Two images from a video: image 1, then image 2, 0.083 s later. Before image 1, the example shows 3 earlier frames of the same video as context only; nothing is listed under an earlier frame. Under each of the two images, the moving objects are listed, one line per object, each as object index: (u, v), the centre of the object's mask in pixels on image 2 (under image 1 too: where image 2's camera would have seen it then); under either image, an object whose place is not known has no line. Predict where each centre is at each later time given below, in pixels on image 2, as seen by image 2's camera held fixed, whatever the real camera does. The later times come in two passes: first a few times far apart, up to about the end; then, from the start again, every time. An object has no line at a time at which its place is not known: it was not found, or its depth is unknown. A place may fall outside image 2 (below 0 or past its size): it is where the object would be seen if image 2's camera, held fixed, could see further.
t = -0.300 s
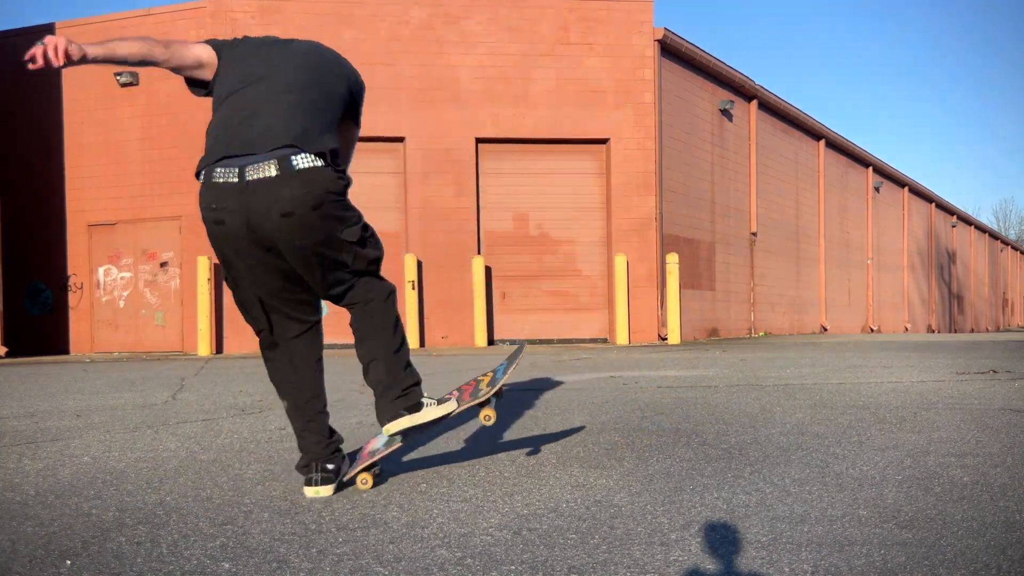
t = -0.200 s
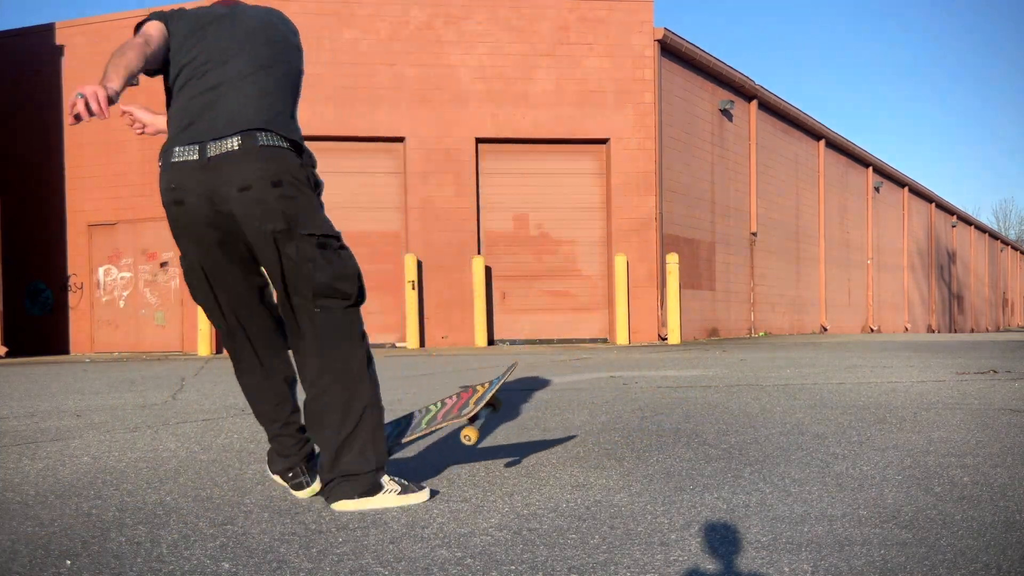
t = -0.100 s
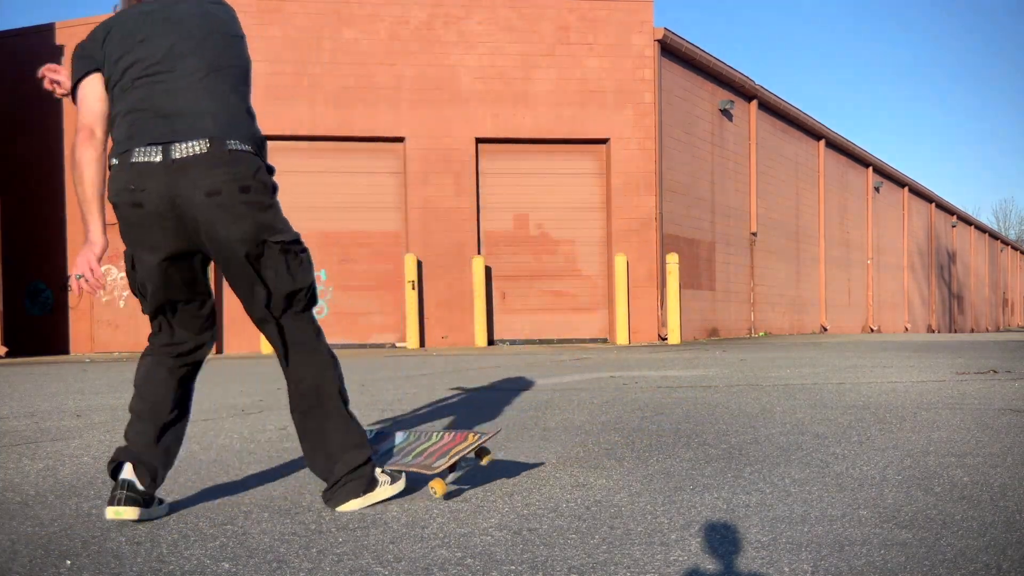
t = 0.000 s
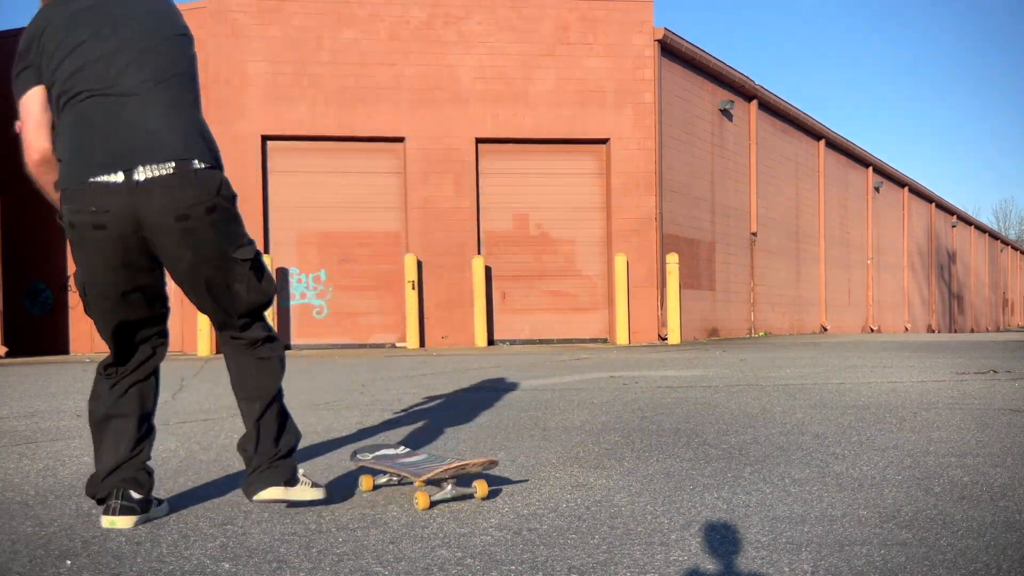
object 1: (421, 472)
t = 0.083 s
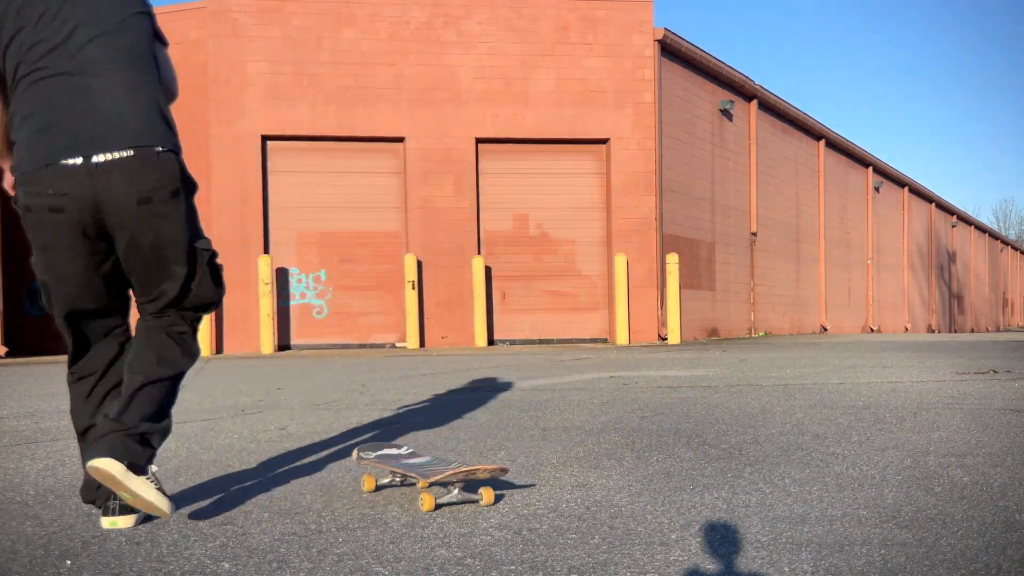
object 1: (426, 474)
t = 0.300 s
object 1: (443, 479)
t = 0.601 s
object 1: (468, 485)
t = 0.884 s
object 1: (491, 490)
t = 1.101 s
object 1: (507, 494)
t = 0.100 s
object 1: (427, 475)
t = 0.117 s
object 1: (429, 475)
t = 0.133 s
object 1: (430, 475)
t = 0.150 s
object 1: (431, 476)
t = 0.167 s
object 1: (432, 476)
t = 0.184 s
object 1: (433, 477)
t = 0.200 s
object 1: (435, 477)
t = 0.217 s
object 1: (436, 477)
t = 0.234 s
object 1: (437, 478)
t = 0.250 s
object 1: (439, 478)
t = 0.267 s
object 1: (440, 479)
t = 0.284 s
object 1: (442, 479)
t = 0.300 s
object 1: (443, 479)
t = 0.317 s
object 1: (445, 480)
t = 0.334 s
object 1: (446, 480)
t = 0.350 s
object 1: (447, 480)
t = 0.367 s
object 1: (449, 480)
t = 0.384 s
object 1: (450, 481)
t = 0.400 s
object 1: (452, 481)
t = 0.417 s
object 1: (453, 481)
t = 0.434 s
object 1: (454, 482)
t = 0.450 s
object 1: (456, 482)
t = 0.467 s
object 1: (457, 482)
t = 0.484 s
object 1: (459, 483)
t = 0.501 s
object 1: (463, 482)
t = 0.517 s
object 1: (461, 483)
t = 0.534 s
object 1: (462, 483)
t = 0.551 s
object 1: (464, 484)
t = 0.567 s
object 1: (465, 484)
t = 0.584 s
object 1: (467, 485)
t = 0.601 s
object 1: (468, 485)
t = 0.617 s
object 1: (469, 485)
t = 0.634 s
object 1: (471, 486)
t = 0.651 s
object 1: (472, 486)
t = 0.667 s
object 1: (473, 486)
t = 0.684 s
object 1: (474, 486)
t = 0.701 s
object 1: (476, 487)
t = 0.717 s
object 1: (477, 487)
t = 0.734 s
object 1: (479, 488)
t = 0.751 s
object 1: (480, 488)
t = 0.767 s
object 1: (481, 488)
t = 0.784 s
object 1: (483, 488)
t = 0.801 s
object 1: (484, 489)
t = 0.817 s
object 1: (485, 489)
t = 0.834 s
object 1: (487, 489)
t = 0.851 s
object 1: (488, 490)
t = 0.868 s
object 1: (489, 490)
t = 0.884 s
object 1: (491, 490)
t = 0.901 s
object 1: (492, 491)
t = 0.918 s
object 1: (493, 491)
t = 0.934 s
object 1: (494, 491)
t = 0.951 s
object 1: (496, 491)
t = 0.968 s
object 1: (497, 492)
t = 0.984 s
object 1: (498, 492)
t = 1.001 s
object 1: (499, 492)
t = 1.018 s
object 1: (500, 493)
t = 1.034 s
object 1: (502, 493)
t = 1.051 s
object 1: (503, 493)
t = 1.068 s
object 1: (505, 494)
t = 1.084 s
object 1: (506, 494)
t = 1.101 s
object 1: (507, 494)
